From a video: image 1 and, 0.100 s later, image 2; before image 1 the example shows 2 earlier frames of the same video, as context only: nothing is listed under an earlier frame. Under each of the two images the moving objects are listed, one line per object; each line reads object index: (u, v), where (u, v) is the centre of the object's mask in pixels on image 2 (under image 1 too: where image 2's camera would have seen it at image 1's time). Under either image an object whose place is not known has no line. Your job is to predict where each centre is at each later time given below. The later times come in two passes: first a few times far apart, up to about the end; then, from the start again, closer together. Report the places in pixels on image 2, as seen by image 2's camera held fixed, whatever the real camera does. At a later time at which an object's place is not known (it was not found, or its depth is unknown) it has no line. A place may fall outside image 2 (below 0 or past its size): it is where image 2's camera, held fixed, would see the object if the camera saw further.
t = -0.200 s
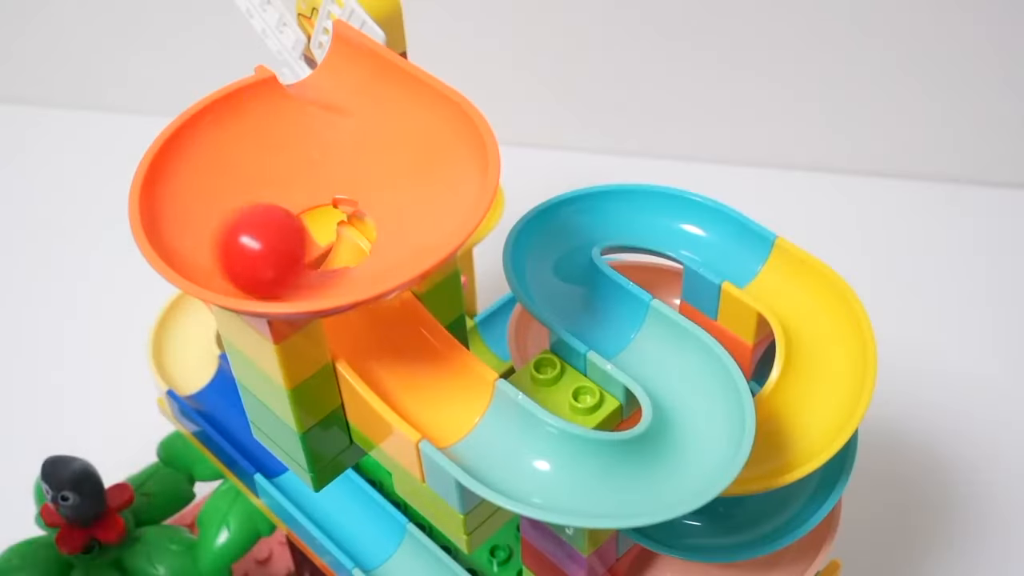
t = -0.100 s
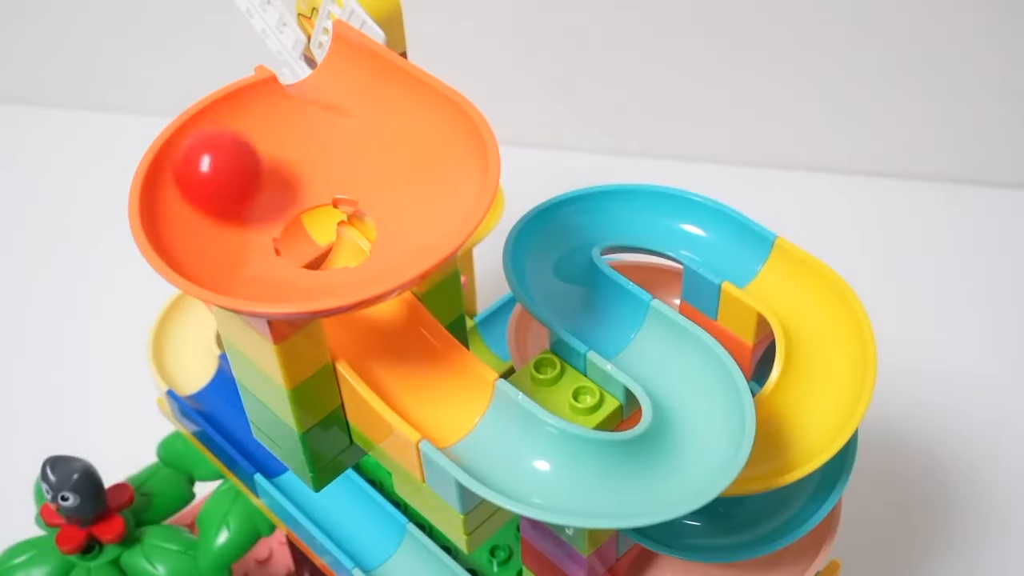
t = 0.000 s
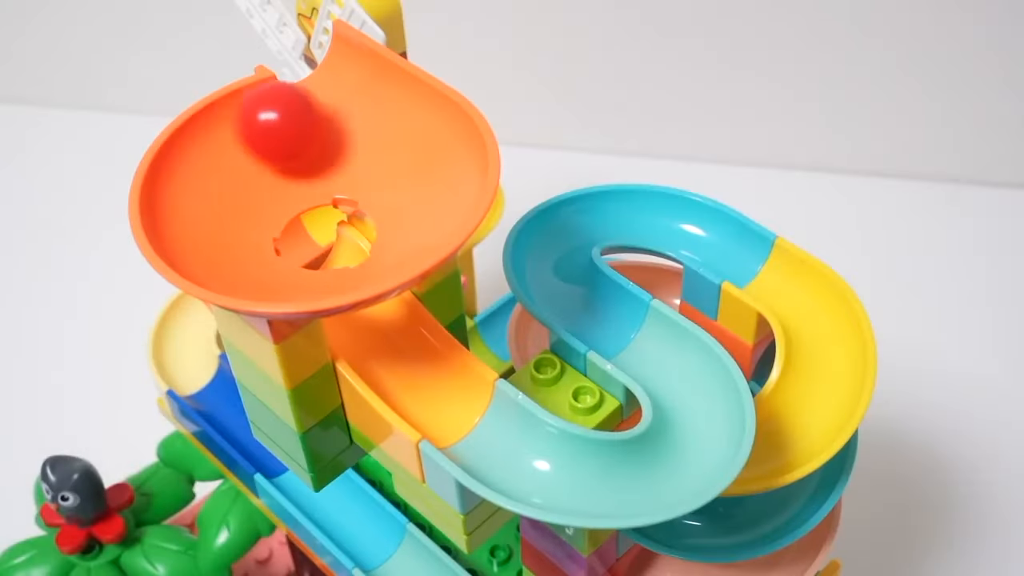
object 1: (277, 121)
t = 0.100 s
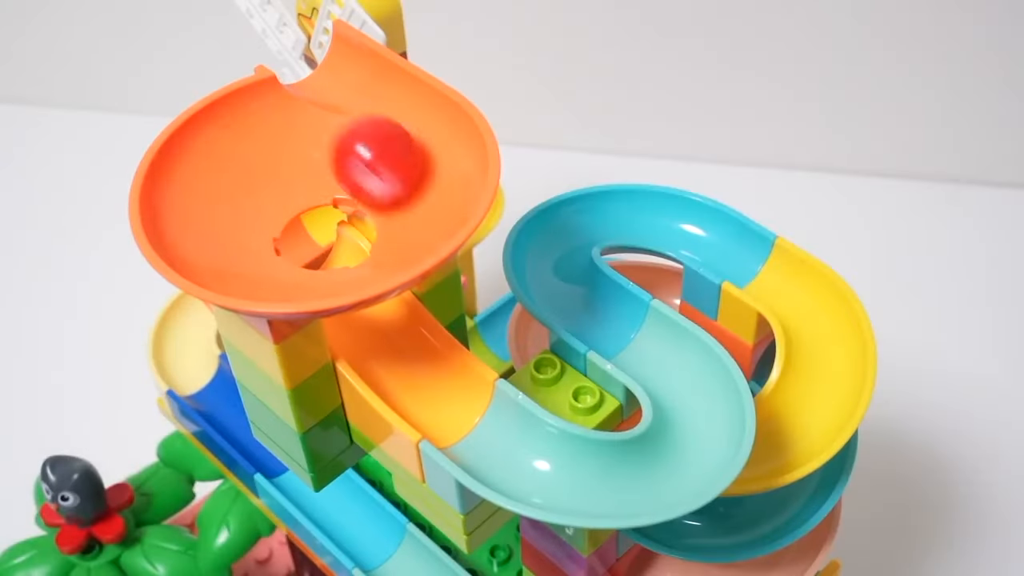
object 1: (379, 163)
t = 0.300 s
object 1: (306, 256)
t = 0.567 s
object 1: (331, 129)
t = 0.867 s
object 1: (272, 250)
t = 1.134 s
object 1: (364, 147)
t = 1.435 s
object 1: (255, 234)
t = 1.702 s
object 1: (376, 166)
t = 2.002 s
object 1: (254, 221)
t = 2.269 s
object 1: (378, 174)
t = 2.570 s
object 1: (253, 221)
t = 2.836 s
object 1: (374, 173)
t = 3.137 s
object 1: (254, 221)
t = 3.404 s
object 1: (375, 181)
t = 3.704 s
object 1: (258, 213)
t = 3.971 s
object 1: (343, 213)
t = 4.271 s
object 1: (468, 417)
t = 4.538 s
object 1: (682, 371)
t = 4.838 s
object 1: (628, 210)
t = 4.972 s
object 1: (769, 271)
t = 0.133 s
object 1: (397, 185)
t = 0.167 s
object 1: (401, 206)
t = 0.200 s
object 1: (390, 225)
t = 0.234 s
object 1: (367, 240)
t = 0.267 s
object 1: (338, 251)
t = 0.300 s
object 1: (306, 256)
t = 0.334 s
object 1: (278, 252)
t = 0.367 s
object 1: (255, 237)
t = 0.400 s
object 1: (245, 214)
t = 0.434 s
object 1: (246, 186)
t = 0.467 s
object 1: (255, 158)
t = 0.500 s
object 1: (273, 135)
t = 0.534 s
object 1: (300, 126)
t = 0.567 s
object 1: (331, 129)
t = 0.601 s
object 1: (356, 138)
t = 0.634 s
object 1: (376, 158)
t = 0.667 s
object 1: (388, 181)
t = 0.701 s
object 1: (388, 205)
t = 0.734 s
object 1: (376, 227)
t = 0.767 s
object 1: (353, 243)
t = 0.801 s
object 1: (325, 251)
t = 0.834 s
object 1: (297, 255)
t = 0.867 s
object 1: (272, 250)
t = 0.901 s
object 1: (254, 236)
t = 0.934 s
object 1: (247, 217)
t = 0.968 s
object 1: (251, 193)
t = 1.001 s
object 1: (266, 171)
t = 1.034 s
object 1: (285, 151)
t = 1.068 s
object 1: (318, 143)
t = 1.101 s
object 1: (342, 140)
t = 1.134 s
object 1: (364, 147)
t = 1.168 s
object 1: (381, 163)
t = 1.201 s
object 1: (388, 183)
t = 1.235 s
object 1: (384, 206)
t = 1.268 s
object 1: (369, 226)
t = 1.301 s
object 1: (347, 242)
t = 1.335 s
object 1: (320, 250)
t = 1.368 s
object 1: (294, 253)
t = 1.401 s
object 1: (270, 247)
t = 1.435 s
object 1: (255, 234)
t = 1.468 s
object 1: (249, 216)
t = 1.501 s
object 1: (252, 196)
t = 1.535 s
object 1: (265, 176)
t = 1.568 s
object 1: (283, 160)
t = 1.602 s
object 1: (309, 151)
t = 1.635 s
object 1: (338, 150)
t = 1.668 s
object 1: (360, 154)
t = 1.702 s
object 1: (376, 166)
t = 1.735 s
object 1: (385, 182)
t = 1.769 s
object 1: (386, 200)
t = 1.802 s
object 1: (376, 218)
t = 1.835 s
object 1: (359, 234)
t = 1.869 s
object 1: (335, 245)
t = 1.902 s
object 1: (309, 249)
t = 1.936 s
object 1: (284, 245)
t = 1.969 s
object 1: (265, 235)
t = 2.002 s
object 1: (254, 221)
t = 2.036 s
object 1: (250, 203)
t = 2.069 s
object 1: (256, 186)
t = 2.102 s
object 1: (271, 170)
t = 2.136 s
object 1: (292, 161)
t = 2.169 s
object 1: (317, 158)
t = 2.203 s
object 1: (341, 159)
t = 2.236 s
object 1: (364, 164)
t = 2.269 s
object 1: (378, 174)
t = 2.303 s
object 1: (387, 188)
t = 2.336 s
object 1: (386, 204)
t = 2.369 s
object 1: (375, 220)
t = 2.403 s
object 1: (356, 232)
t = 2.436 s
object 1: (331, 241)
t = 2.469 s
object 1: (305, 245)
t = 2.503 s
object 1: (283, 242)
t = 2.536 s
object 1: (264, 233)
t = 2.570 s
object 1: (253, 221)
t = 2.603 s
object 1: (250, 205)
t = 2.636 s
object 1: (257, 190)
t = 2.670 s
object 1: (271, 176)
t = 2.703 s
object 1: (290, 167)
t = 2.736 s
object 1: (313, 160)
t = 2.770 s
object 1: (336, 159)
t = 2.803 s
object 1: (358, 164)
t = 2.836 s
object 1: (374, 173)
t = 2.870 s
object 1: (383, 184)
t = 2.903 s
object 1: (383, 198)
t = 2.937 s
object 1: (375, 212)
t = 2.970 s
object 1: (359, 224)
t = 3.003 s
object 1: (339, 234)
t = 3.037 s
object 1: (314, 238)
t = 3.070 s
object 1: (289, 239)
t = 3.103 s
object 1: (268, 232)
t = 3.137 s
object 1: (254, 221)
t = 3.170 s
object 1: (249, 209)
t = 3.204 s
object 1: (253, 196)
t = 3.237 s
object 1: (265, 184)
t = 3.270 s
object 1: (284, 176)
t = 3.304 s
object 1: (308, 172)
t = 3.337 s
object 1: (337, 172)
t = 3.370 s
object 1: (358, 174)
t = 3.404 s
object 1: (375, 181)
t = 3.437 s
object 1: (383, 190)
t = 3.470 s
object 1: (386, 200)
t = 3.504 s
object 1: (378, 212)
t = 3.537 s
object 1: (365, 222)
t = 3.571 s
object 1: (344, 231)
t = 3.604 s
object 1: (318, 233)
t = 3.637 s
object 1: (293, 230)
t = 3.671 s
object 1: (273, 222)
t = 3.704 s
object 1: (258, 213)
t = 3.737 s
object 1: (248, 201)
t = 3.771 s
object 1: (249, 193)
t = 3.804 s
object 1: (258, 186)
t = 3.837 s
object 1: (277, 183)
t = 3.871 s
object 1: (299, 181)
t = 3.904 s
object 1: (325, 184)
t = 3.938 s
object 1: (341, 193)
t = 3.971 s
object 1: (343, 213)
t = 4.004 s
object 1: (325, 220)
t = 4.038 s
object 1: (324, 225)
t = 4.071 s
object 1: (329, 235)
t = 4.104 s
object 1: (327, 250)
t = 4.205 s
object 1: (396, 355)
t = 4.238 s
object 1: (434, 388)
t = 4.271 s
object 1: (468, 417)
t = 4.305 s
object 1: (501, 443)
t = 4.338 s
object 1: (538, 464)
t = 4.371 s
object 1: (581, 474)
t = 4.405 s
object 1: (625, 475)
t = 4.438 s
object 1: (668, 465)
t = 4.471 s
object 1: (696, 440)
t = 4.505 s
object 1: (701, 404)
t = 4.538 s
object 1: (682, 371)
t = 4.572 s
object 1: (650, 343)
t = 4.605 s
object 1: (616, 322)
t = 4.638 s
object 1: (591, 303)
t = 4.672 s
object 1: (564, 284)
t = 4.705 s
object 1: (551, 265)
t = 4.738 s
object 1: (550, 244)
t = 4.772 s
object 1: (563, 229)
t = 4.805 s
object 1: (589, 215)
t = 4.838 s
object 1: (628, 210)
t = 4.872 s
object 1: (673, 217)
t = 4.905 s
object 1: (711, 233)
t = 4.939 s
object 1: (740, 253)
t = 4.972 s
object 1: (769, 271)
